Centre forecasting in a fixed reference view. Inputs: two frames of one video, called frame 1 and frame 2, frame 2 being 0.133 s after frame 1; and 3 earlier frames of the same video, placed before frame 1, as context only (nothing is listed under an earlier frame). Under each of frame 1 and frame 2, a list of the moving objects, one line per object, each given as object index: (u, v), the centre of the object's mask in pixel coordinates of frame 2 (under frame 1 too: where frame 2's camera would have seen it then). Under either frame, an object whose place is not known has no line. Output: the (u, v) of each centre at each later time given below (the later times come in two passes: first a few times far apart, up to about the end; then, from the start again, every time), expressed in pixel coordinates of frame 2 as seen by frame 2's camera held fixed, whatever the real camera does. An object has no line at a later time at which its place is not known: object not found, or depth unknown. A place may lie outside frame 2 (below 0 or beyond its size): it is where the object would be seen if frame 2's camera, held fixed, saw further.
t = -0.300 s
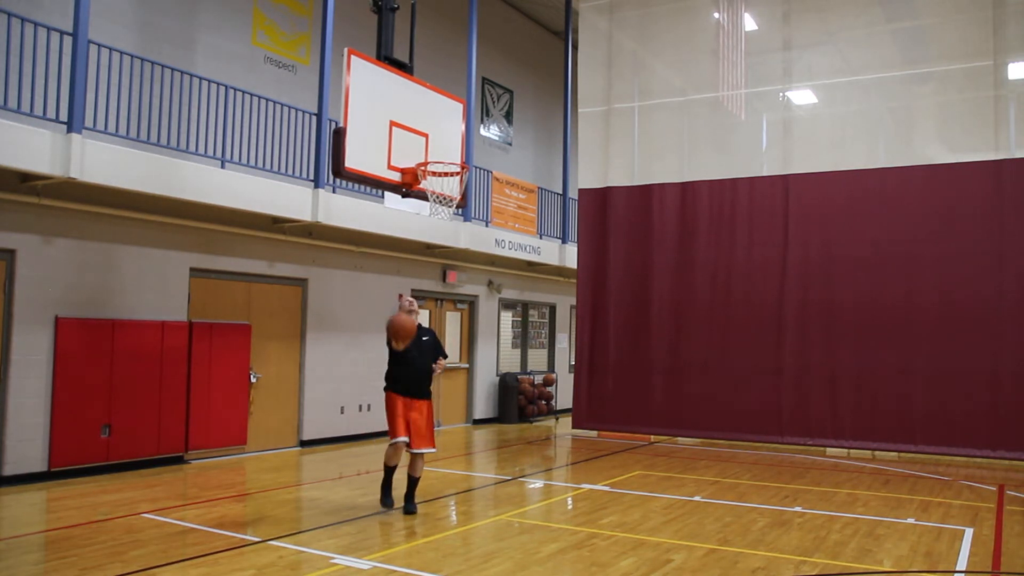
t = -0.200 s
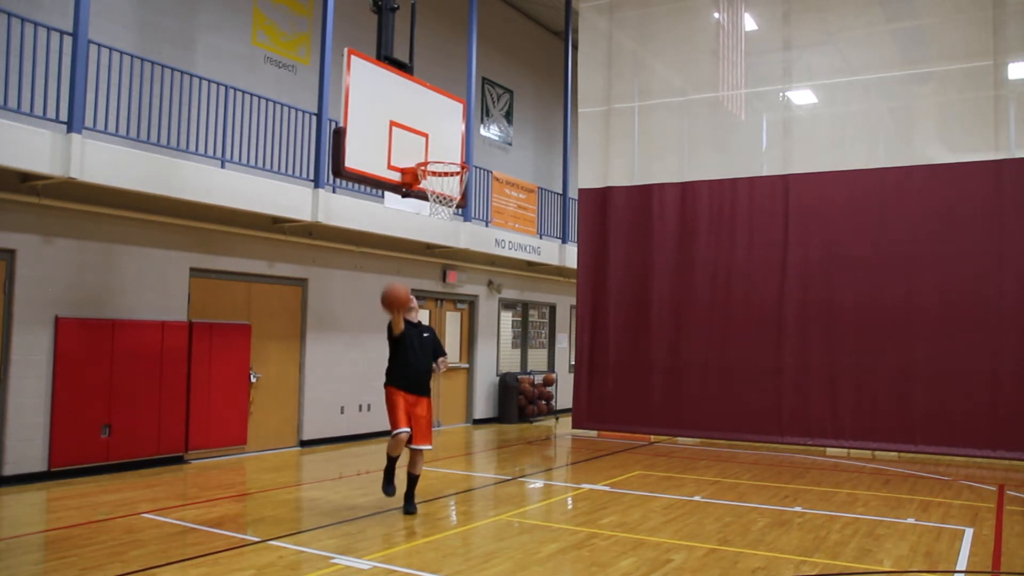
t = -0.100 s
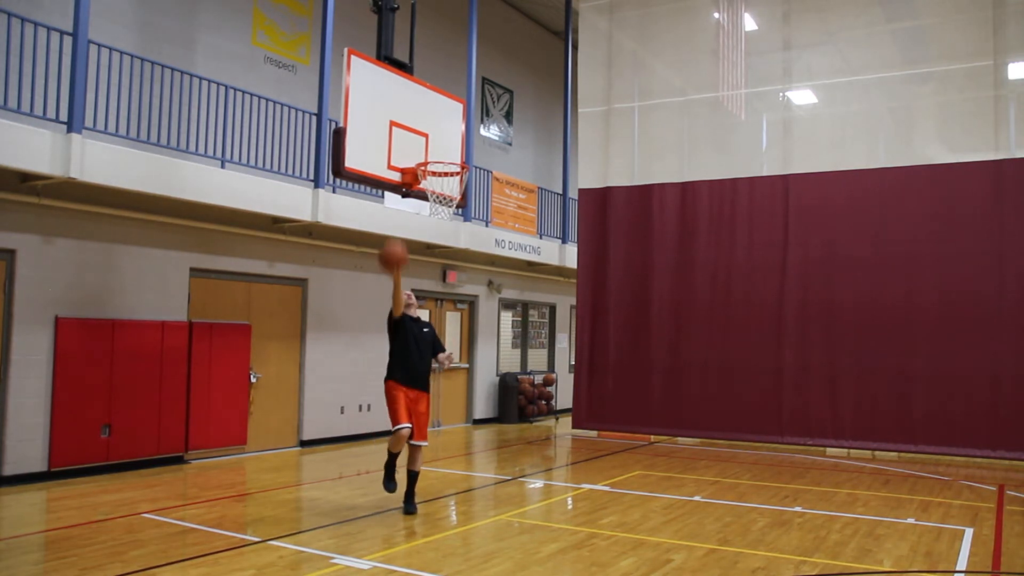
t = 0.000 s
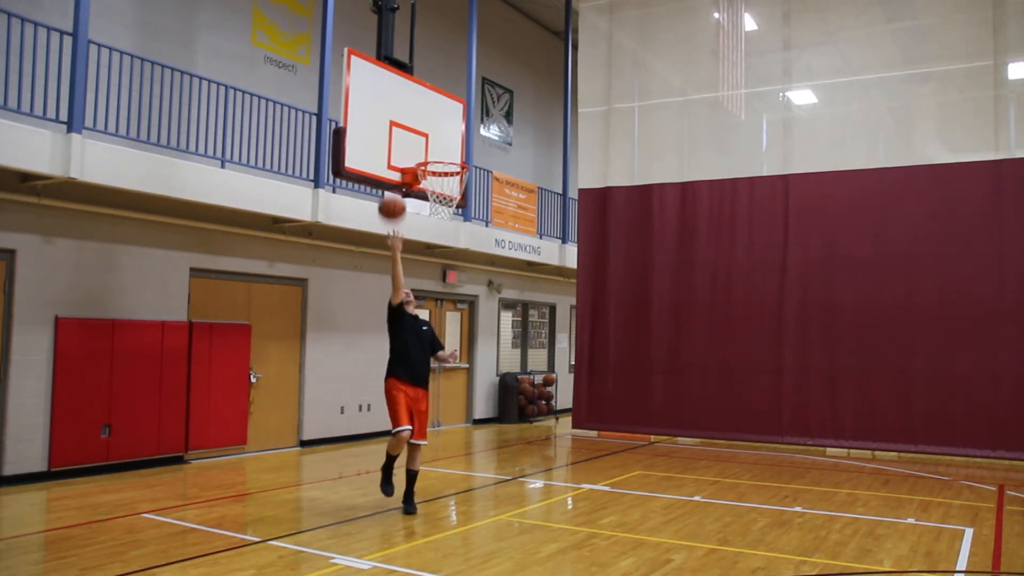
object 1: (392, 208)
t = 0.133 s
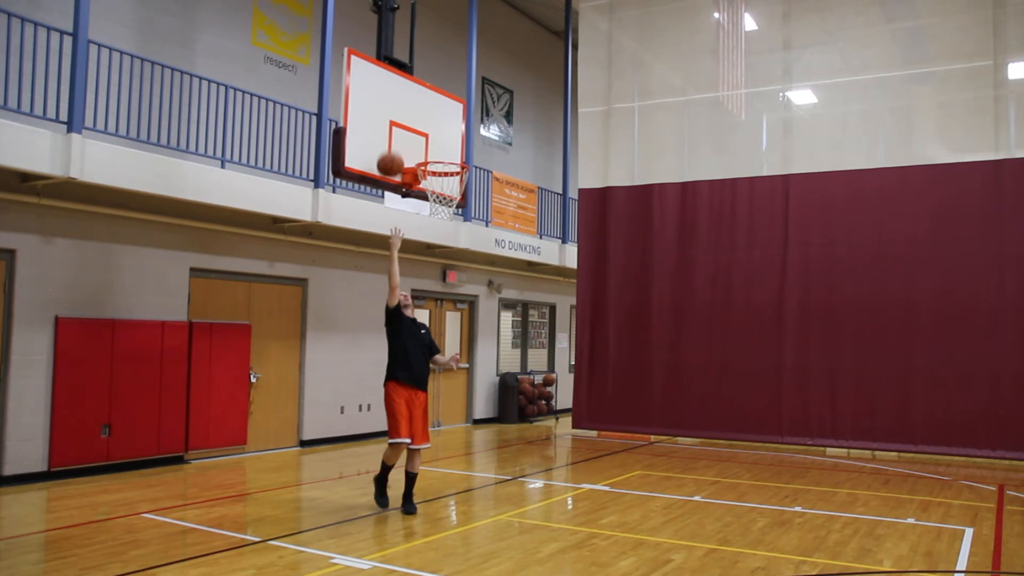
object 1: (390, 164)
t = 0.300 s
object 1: (409, 147)
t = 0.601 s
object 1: (444, 170)
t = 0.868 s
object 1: (451, 236)
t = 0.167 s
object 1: (389, 157)
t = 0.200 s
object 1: (389, 152)
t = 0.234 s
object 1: (396, 149)
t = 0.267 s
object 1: (403, 148)
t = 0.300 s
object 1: (409, 147)
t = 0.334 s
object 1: (416, 148)
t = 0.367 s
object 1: (422, 149)
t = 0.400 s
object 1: (425, 148)
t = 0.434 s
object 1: (429, 149)
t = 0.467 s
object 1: (432, 150)
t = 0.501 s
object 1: (436, 152)
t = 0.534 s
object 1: (439, 154)
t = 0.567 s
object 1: (442, 164)
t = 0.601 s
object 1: (444, 170)
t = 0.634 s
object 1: (446, 177)
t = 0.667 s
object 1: (449, 184)
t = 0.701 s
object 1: (451, 195)
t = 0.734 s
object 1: (451, 203)
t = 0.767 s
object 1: (452, 212)
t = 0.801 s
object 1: (451, 218)
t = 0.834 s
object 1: (451, 226)
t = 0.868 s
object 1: (451, 236)
